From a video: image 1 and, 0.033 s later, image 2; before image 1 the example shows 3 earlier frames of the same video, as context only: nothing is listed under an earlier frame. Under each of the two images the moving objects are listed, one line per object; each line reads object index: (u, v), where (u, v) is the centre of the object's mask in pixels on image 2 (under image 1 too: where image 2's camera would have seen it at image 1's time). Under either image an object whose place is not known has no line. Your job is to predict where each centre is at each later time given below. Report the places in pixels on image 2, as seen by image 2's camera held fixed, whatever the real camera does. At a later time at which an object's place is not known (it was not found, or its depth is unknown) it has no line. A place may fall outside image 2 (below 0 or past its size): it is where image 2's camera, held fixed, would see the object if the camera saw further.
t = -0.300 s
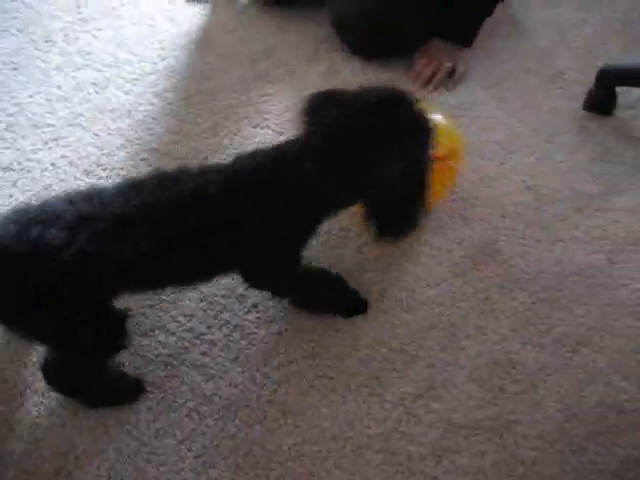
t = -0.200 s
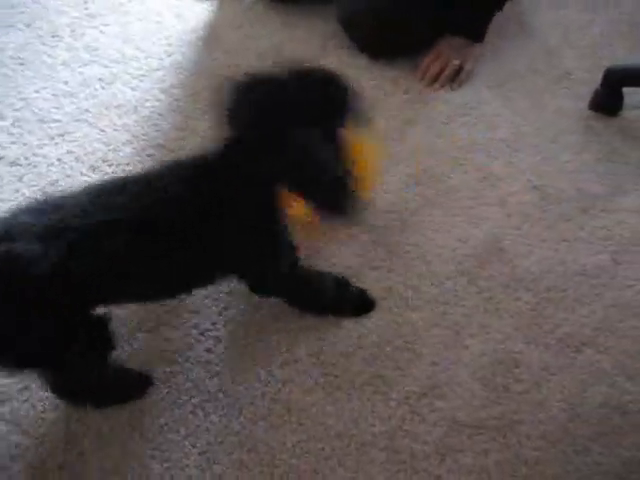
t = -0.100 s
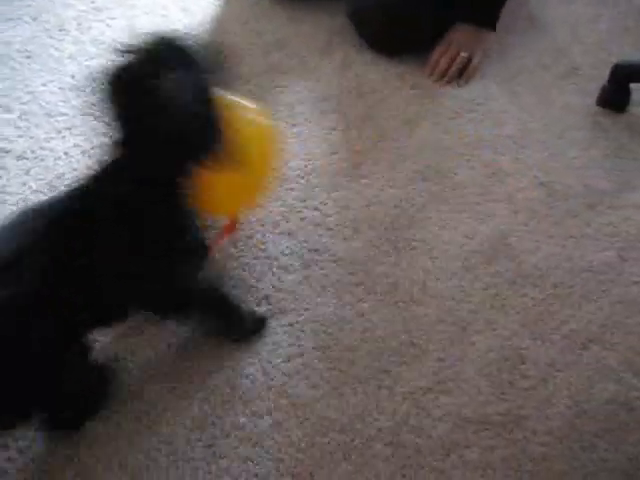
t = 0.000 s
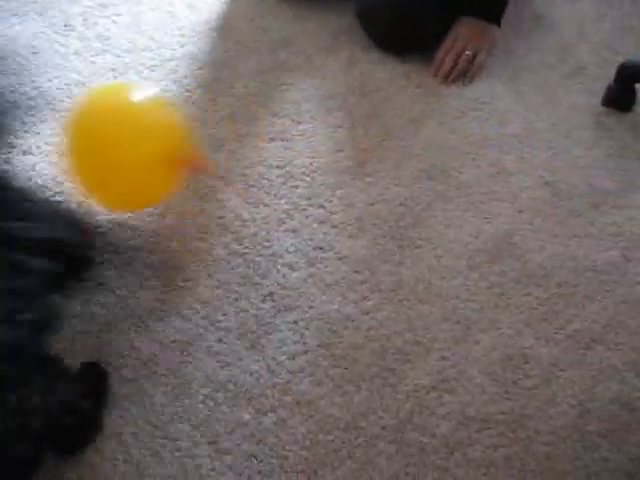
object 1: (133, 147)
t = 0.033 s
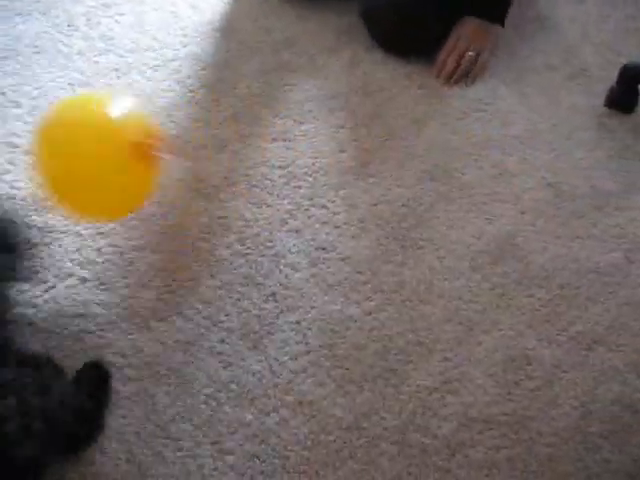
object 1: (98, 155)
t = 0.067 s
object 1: (70, 170)
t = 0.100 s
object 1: (44, 186)
